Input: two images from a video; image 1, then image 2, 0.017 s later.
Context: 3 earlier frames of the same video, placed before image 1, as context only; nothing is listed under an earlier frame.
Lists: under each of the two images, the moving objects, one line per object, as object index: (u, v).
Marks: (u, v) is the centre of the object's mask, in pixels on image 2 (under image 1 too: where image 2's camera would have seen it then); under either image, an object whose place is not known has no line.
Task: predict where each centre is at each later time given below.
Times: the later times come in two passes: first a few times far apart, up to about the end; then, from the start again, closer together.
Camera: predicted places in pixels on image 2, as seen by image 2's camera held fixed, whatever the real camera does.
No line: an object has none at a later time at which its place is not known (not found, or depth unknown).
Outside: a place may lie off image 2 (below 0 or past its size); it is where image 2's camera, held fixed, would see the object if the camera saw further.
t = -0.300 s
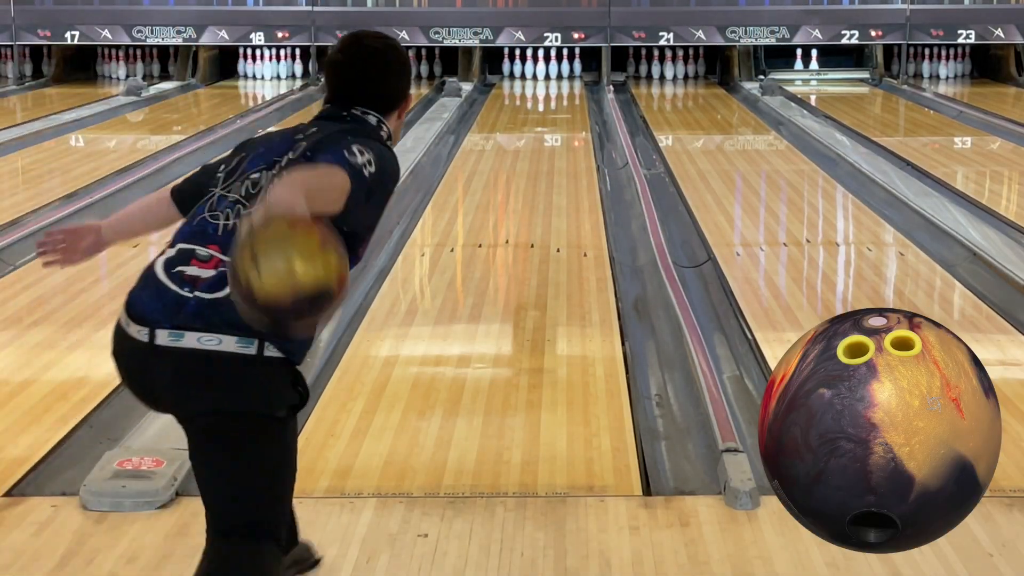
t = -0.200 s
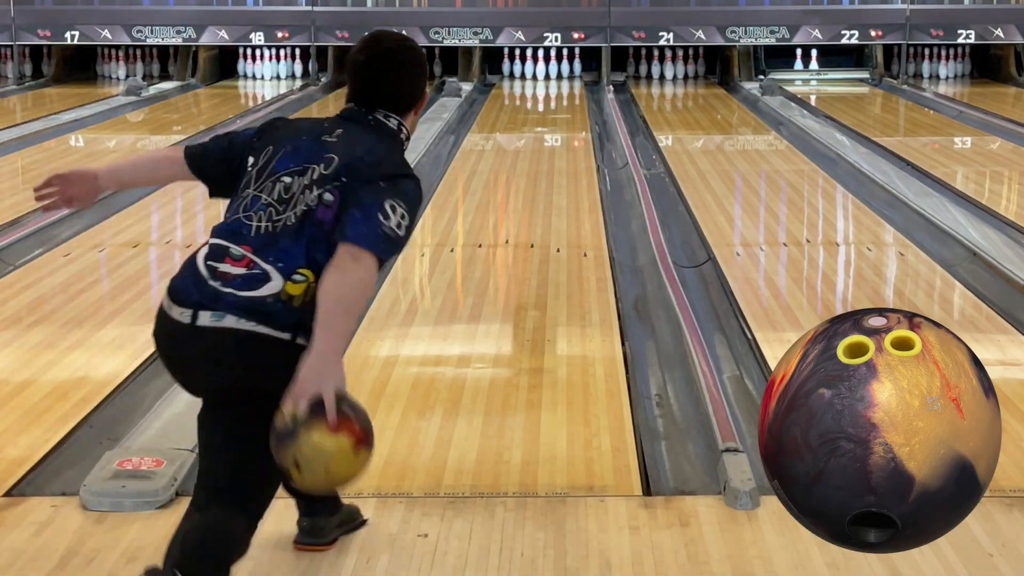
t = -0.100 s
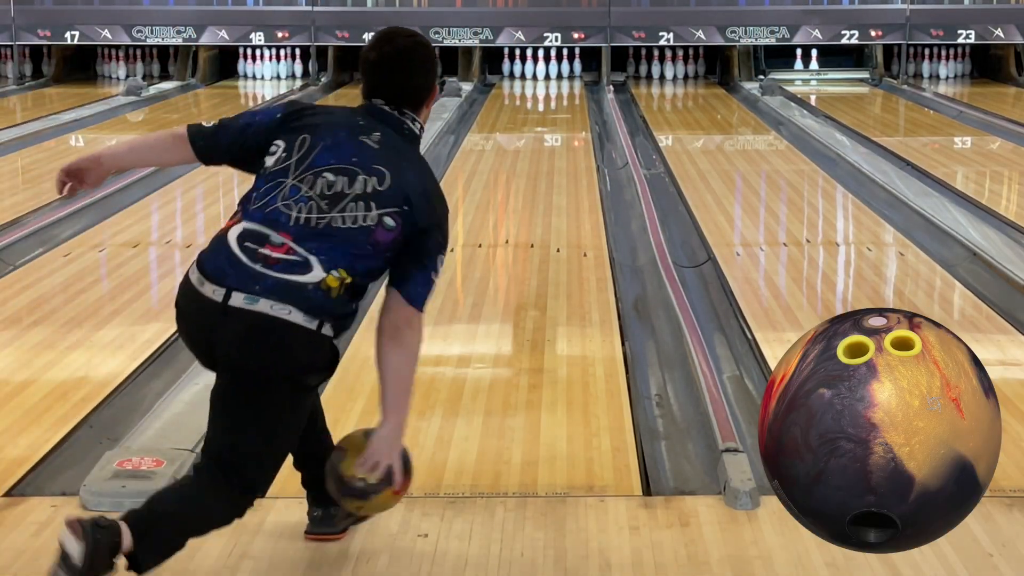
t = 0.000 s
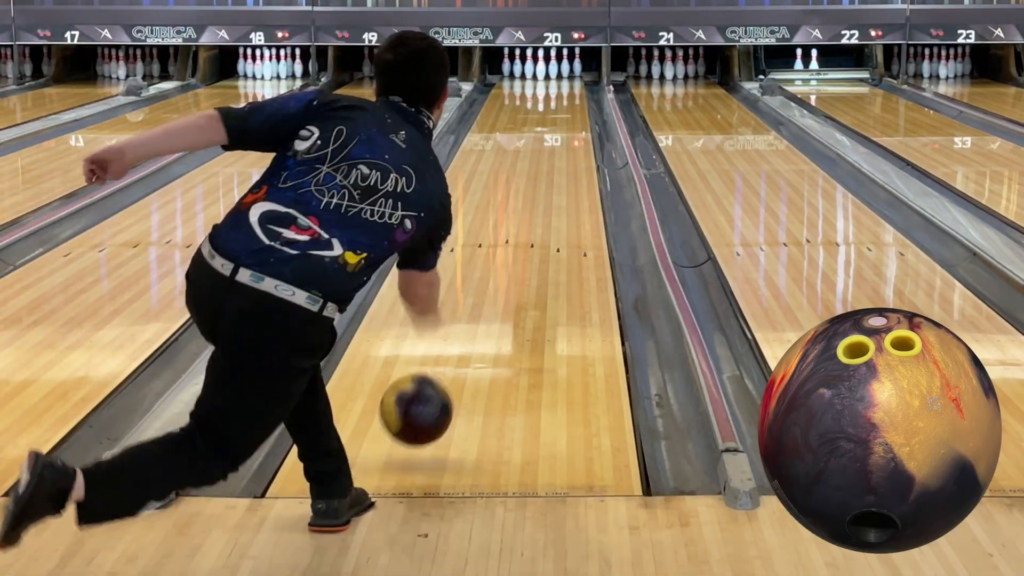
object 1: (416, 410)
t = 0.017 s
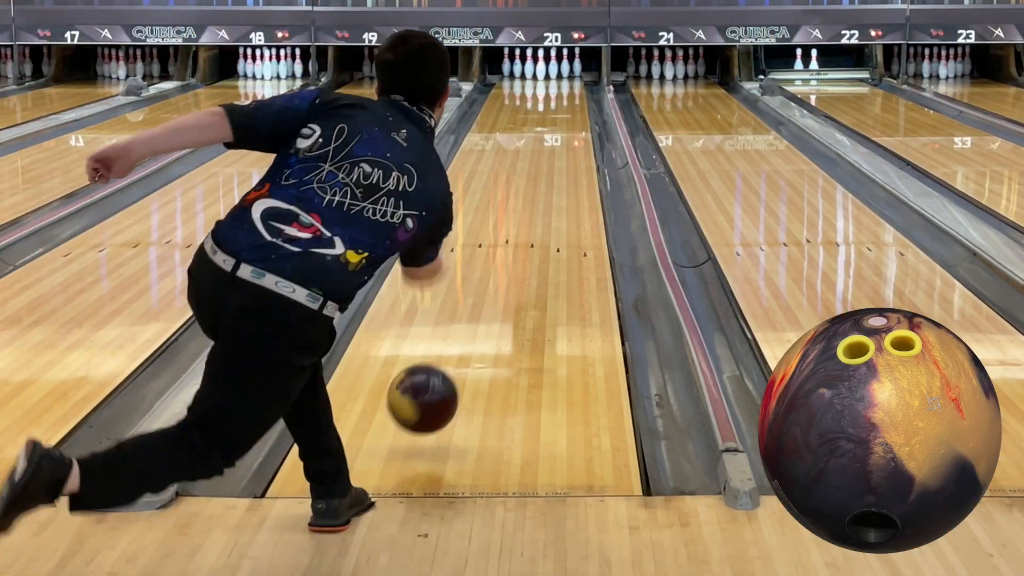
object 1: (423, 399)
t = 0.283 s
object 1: (491, 290)
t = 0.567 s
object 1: (530, 217)
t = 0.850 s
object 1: (553, 169)
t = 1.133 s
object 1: (564, 138)
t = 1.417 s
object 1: (569, 115)
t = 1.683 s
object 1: (569, 99)
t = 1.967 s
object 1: (562, 86)
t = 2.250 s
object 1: (549, 75)
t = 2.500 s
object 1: (540, 69)
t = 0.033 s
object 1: (428, 389)
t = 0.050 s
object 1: (434, 381)
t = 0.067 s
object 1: (439, 374)
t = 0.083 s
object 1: (445, 367)
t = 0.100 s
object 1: (450, 362)
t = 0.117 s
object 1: (454, 359)
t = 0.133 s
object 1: (458, 353)
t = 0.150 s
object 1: (463, 344)
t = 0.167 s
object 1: (467, 337)
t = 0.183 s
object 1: (471, 329)
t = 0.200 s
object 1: (475, 322)
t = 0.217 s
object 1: (478, 315)
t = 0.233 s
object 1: (482, 309)
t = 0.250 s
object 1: (485, 302)
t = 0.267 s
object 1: (488, 296)
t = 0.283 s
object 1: (491, 290)
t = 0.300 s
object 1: (494, 284)
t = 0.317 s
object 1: (497, 279)
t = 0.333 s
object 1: (500, 274)
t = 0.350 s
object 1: (503, 269)
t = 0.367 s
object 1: (505, 264)
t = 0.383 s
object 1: (508, 259)
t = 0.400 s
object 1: (510, 255)
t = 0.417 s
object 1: (513, 250)
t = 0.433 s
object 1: (515, 246)
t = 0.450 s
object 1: (517, 242)
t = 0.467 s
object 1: (519, 238)
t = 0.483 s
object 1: (522, 237)
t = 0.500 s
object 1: (528, 238)
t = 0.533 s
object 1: (530, 219)
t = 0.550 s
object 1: (529, 220)
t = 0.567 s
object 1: (530, 217)
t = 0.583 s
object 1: (532, 213)
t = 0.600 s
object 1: (533, 210)
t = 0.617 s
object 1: (535, 207)
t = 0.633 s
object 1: (536, 204)
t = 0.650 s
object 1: (538, 201)
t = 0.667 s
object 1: (540, 198)
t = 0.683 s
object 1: (541, 195)
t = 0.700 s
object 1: (542, 192)
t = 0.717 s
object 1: (544, 189)
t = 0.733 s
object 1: (545, 187)
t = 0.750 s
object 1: (546, 184)
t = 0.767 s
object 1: (547, 182)
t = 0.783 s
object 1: (548, 179)
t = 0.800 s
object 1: (549, 177)
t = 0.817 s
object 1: (551, 174)
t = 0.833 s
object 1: (551, 172)
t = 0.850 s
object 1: (553, 169)
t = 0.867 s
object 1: (553, 167)
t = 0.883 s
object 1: (554, 165)
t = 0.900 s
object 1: (555, 163)
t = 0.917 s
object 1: (556, 161)
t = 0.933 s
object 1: (557, 159)
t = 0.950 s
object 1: (558, 157)
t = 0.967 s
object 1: (558, 155)
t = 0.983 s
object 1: (559, 153)
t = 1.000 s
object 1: (560, 151)
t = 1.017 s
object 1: (560, 149)
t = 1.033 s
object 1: (561, 148)
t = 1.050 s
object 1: (562, 146)
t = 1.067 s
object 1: (562, 144)
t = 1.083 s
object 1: (562, 143)
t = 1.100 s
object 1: (563, 141)
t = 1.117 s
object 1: (564, 139)
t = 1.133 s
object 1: (564, 138)
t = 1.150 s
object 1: (565, 136)
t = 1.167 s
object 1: (565, 135)
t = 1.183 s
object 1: (566, 133)
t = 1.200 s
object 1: (566, 131)
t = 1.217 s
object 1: (566, 130)
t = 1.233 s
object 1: (566, 129)
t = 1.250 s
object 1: (567, 127)
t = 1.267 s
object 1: (567, 126)
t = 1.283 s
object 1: (568, 124)
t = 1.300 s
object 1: (568, 123)
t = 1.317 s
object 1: (568, 122)
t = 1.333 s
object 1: (569, 121)
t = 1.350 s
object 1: (569, 119)
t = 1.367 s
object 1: (569, 118)
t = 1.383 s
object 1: (568, 117)
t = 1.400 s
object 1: (569, 116)
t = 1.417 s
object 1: (569, 115)
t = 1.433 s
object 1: (570, 113)
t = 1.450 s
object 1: (570, 112)
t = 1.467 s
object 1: (570, 112)
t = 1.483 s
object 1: (570, 111)
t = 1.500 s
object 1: (570, 109)
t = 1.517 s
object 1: (570, 108)
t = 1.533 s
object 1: (570, 107)
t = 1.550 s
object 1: (570, 106)
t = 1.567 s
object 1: (570, 105)
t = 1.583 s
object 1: (570, 104)
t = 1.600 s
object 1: (570, 103)
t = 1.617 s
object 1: (570, 102)
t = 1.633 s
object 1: (570, 102)
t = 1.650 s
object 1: (570, 100)
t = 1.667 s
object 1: (570, 99)
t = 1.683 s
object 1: (569, 99)
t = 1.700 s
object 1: (569, 98)
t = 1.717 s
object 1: (569, 97)
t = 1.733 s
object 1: (569, 96)
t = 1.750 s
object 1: (568, 95)
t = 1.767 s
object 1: (568, 95)
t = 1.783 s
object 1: (567, 94)
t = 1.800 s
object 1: (567, 93)
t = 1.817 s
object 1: (568, 92)
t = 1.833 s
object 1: (567, 91)
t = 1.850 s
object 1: (566, 91)
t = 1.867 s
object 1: (565, 89)
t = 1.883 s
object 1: (565, 89)
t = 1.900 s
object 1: (564, 88)
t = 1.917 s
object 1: (563, 88)
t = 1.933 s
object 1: (563, 87)
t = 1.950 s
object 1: (563, 86)
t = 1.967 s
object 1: (562, 86)
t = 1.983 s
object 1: (561, 85)
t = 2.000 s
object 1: (561, 84)
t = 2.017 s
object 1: (560, 83)
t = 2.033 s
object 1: (559, 83)
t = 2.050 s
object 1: (558, 82)
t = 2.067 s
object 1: (558, 81)
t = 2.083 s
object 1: (557, 81)
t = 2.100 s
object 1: (556, 80)
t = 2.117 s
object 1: (556, 80)
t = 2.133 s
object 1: (555, 79)
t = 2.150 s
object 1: (554, 79)
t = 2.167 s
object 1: (553, 79)
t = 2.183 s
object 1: (552, 78)
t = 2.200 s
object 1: (552, 77)
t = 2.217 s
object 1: (550, 77)
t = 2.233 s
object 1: (550, 76)
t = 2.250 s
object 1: (549, 75)
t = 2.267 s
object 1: (548, 75)
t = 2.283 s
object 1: (548, 74)
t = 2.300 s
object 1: (547, 74)
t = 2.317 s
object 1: (545, 73)
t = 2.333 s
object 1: (545, 73)
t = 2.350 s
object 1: (545, 73)
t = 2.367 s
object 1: (544, 72)
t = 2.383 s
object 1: (545, 72)
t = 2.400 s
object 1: (545, 71)
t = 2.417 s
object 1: (543, 70)
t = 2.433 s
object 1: (542, 71)
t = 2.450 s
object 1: (542, 71)
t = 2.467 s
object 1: (542, 71)
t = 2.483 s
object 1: (541, 70)
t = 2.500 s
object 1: (540, 69)
